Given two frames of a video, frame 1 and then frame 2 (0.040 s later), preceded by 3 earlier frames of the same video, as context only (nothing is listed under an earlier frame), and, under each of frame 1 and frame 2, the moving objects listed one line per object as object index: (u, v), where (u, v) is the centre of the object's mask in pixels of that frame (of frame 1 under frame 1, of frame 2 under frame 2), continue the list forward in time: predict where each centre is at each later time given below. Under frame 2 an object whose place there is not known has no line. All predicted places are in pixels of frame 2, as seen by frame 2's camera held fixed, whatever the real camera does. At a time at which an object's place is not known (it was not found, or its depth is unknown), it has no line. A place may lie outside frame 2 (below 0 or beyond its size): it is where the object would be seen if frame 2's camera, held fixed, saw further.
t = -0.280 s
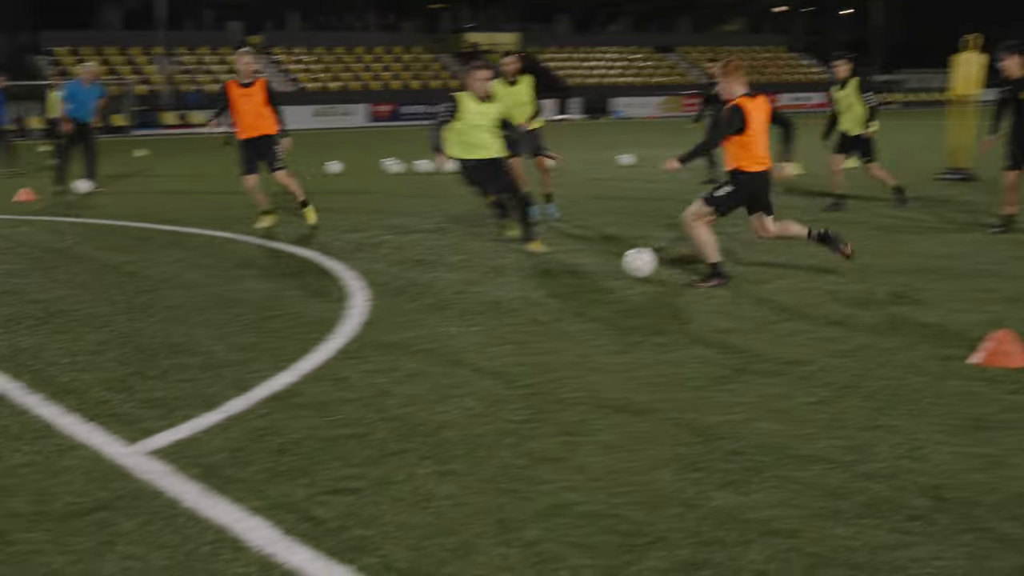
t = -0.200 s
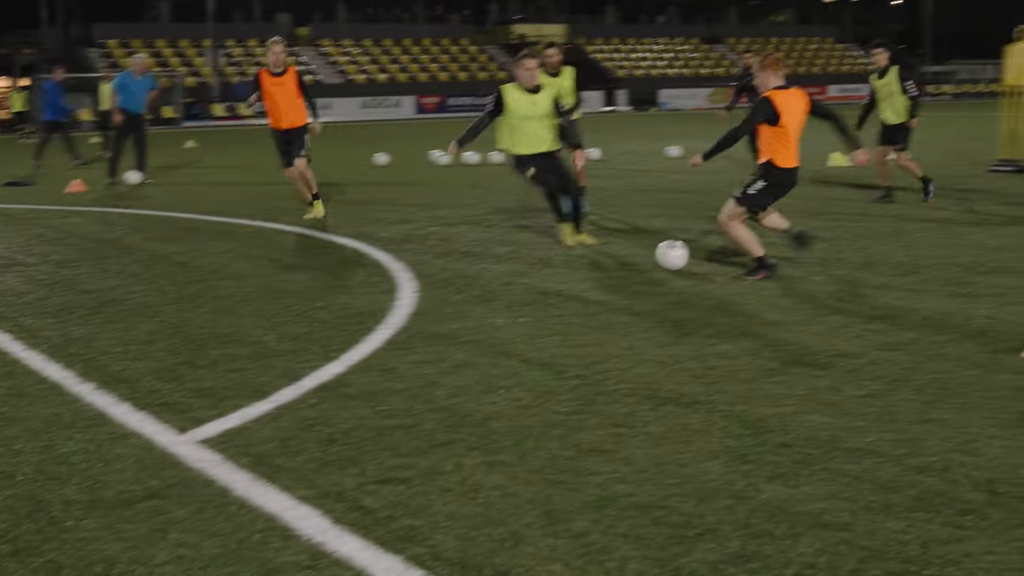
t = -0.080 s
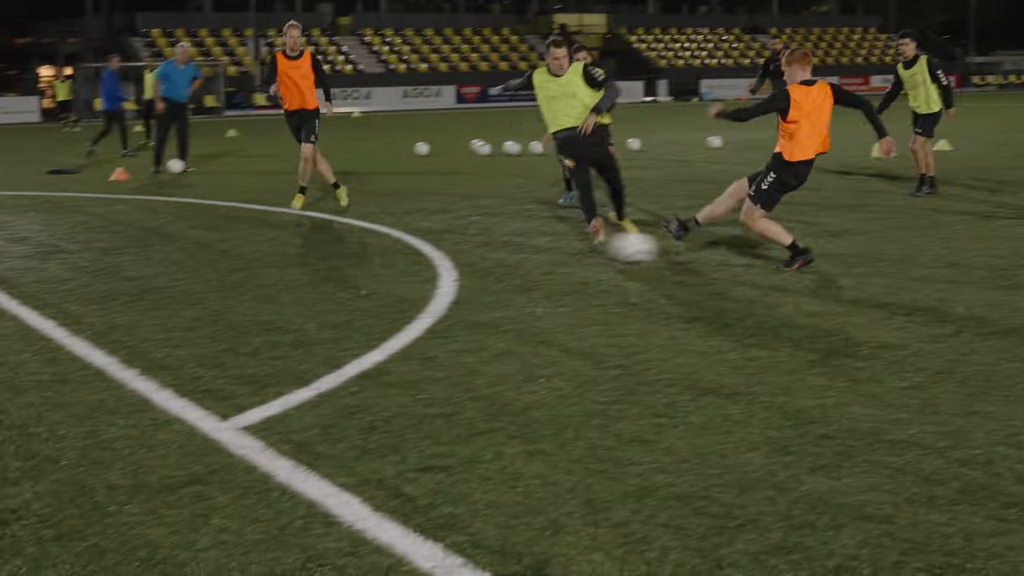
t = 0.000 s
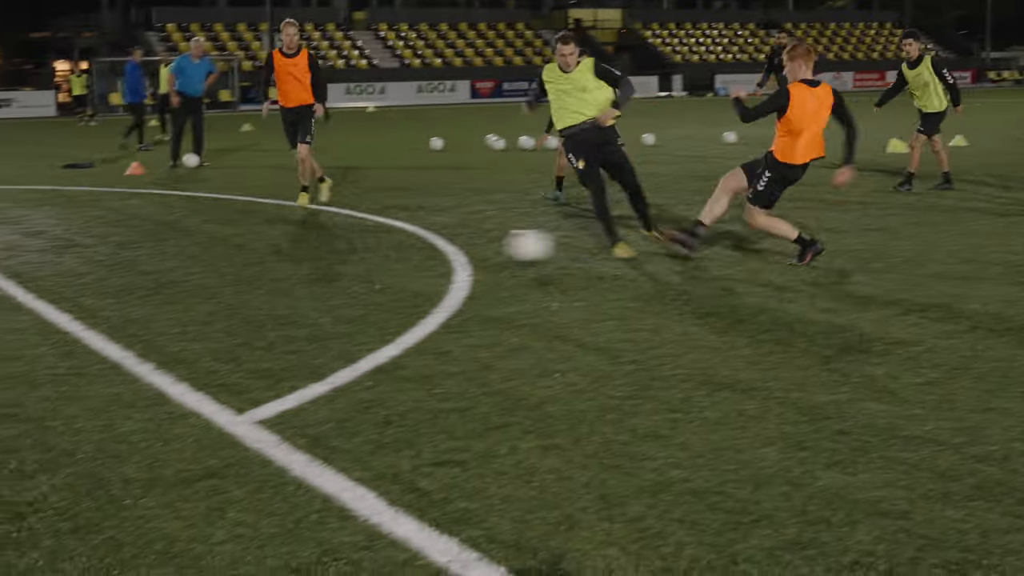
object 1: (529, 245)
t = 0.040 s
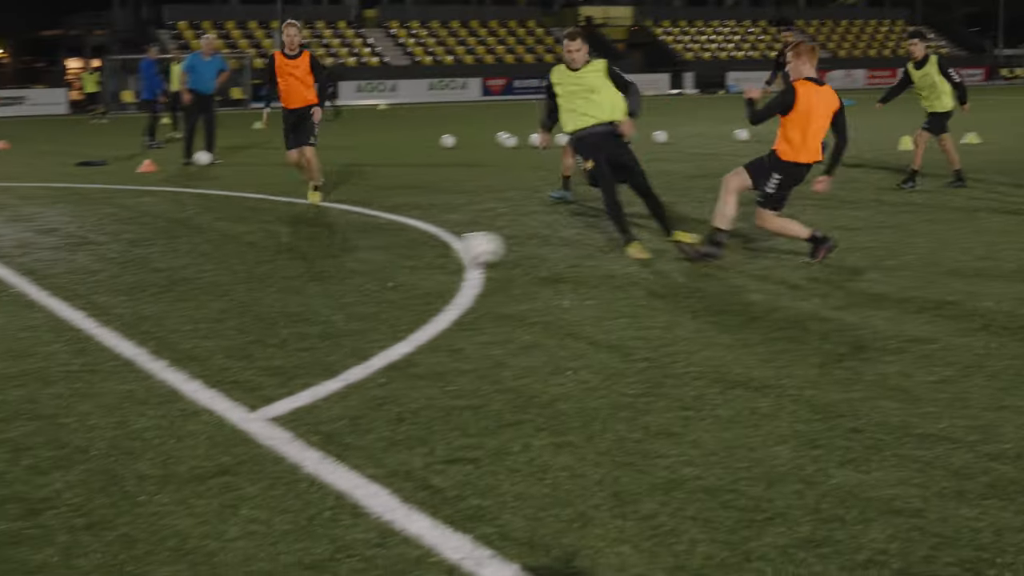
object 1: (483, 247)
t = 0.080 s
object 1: (418, 257)
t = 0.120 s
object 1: (357, 266)
